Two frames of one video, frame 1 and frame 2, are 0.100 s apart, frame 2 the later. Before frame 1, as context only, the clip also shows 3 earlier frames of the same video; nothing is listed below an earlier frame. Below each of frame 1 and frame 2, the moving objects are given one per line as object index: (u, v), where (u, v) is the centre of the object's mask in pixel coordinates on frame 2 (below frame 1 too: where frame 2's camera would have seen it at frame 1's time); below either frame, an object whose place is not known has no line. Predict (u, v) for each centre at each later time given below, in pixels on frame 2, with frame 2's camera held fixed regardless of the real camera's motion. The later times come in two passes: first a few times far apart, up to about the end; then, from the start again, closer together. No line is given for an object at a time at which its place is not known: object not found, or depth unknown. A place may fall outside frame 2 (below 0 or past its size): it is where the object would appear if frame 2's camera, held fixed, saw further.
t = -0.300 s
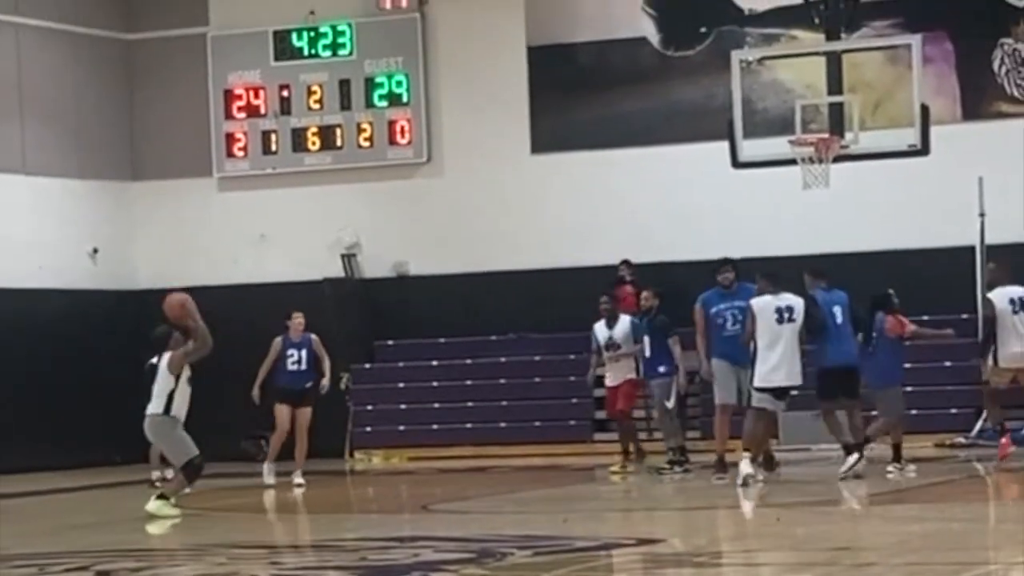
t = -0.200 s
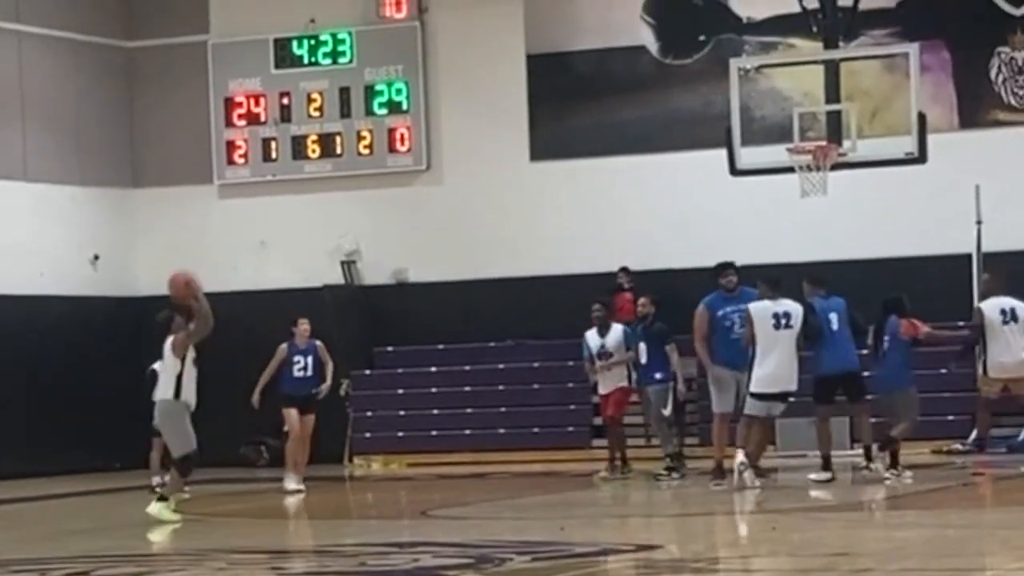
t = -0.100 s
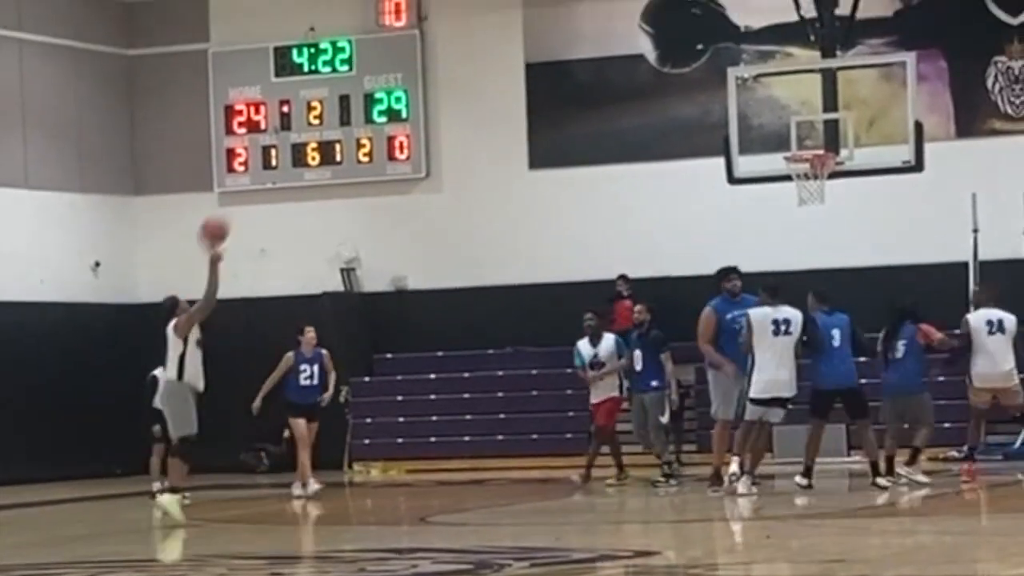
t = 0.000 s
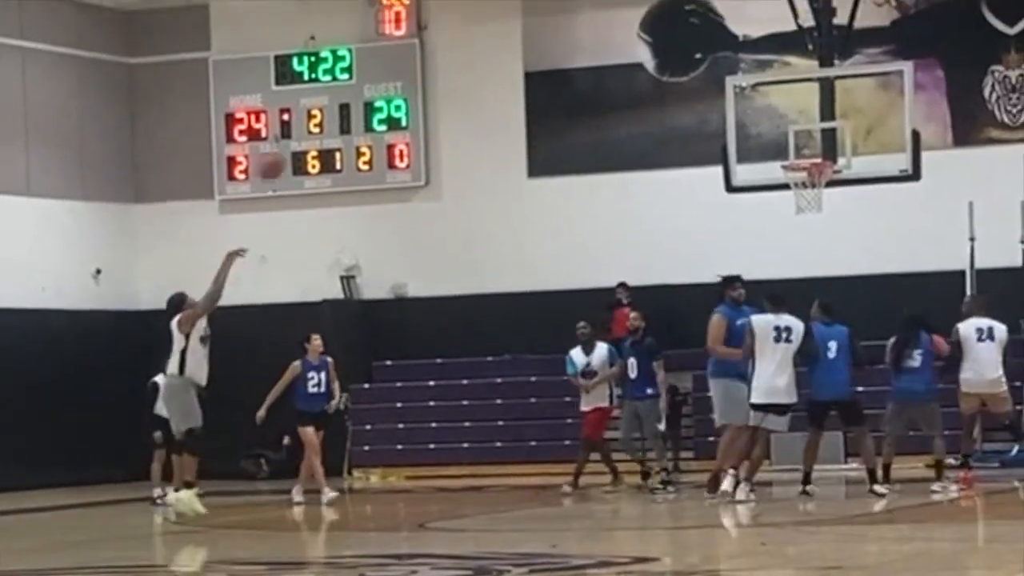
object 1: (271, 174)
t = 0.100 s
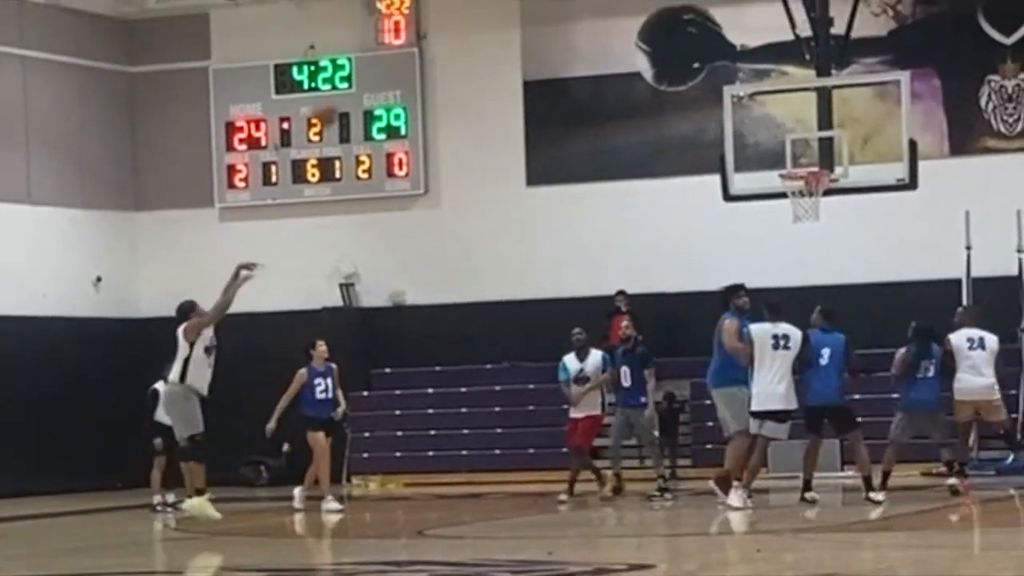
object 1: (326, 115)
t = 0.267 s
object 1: (414, 45)
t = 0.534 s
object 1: (547, -1)
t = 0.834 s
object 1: (689, 39)
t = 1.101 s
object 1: (812, 153)
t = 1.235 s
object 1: (791, 111)
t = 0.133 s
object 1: (342, 100)
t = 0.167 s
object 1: (361, 82)
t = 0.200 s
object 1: (378, 69)
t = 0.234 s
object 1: (394, 58)
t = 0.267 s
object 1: (414, 45)
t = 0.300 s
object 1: (429, 34)
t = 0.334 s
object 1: (447, 25)
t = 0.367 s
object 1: (462, 16)
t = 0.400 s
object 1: (479, 10)
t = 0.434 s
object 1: (496, 5)
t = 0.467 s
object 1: (512, 2)
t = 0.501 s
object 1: (529, 0)
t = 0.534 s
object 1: (547, -1)
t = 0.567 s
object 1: (562, -1)
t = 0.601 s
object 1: (578, 0)
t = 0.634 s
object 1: (595, 3)
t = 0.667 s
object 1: (611, 5)
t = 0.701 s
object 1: (626, 10)
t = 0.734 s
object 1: (643, 17)
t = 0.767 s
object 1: (658, 23)
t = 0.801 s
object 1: (673, 31)
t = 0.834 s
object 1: (689, 39)
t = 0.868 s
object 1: (704, 49)
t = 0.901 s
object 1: (719, 61)
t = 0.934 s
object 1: (735, 73)
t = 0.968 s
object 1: (749, 86)
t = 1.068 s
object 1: (797, 135)
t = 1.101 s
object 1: (812, 153)
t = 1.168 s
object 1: (810, 142)
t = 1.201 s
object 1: (800, 126)
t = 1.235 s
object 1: (791, 111)
